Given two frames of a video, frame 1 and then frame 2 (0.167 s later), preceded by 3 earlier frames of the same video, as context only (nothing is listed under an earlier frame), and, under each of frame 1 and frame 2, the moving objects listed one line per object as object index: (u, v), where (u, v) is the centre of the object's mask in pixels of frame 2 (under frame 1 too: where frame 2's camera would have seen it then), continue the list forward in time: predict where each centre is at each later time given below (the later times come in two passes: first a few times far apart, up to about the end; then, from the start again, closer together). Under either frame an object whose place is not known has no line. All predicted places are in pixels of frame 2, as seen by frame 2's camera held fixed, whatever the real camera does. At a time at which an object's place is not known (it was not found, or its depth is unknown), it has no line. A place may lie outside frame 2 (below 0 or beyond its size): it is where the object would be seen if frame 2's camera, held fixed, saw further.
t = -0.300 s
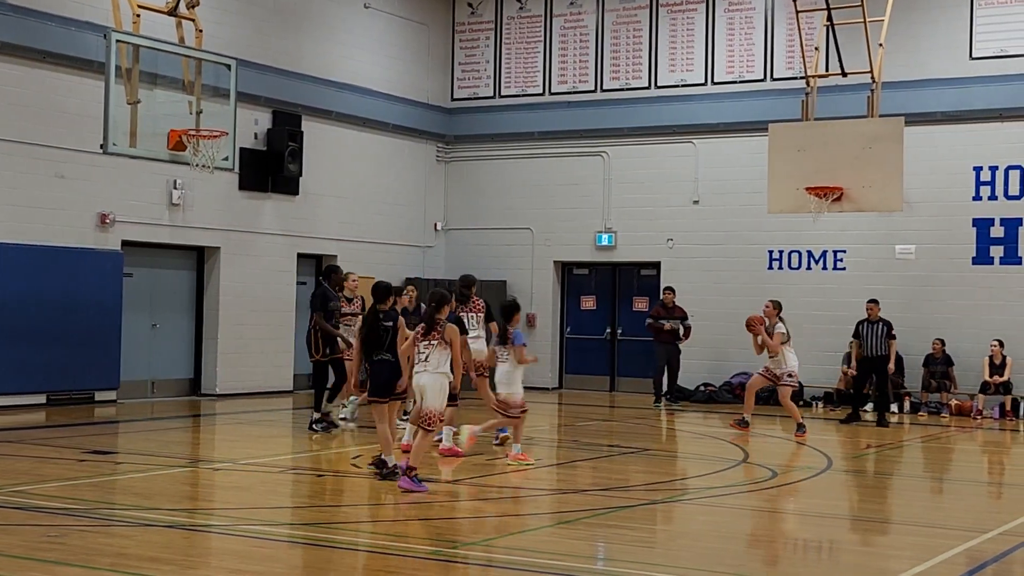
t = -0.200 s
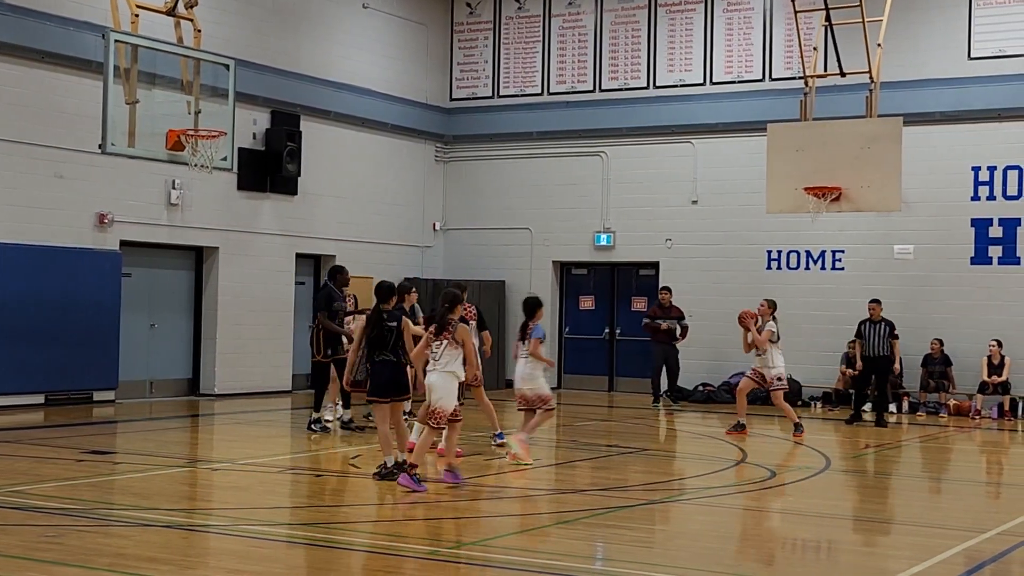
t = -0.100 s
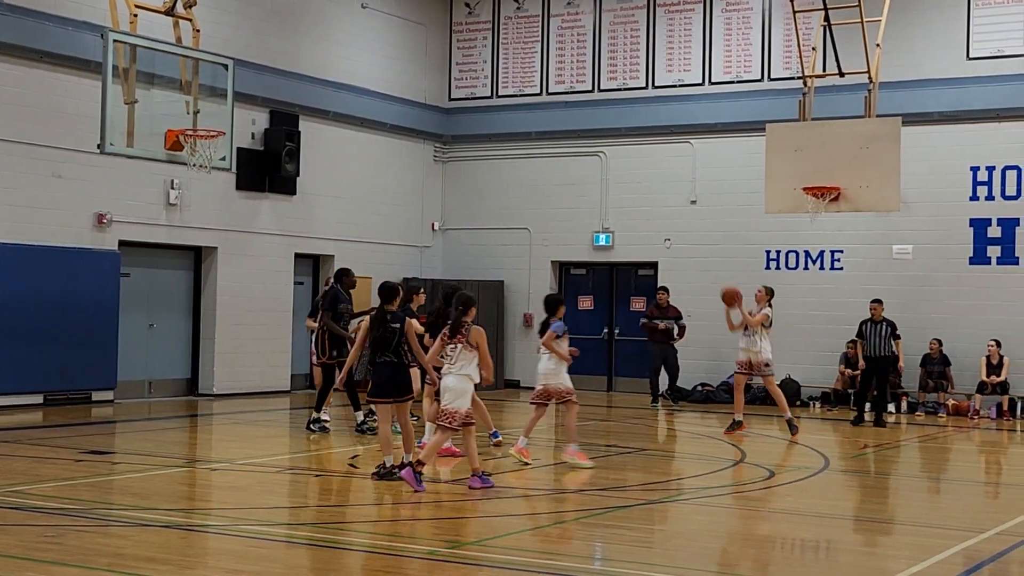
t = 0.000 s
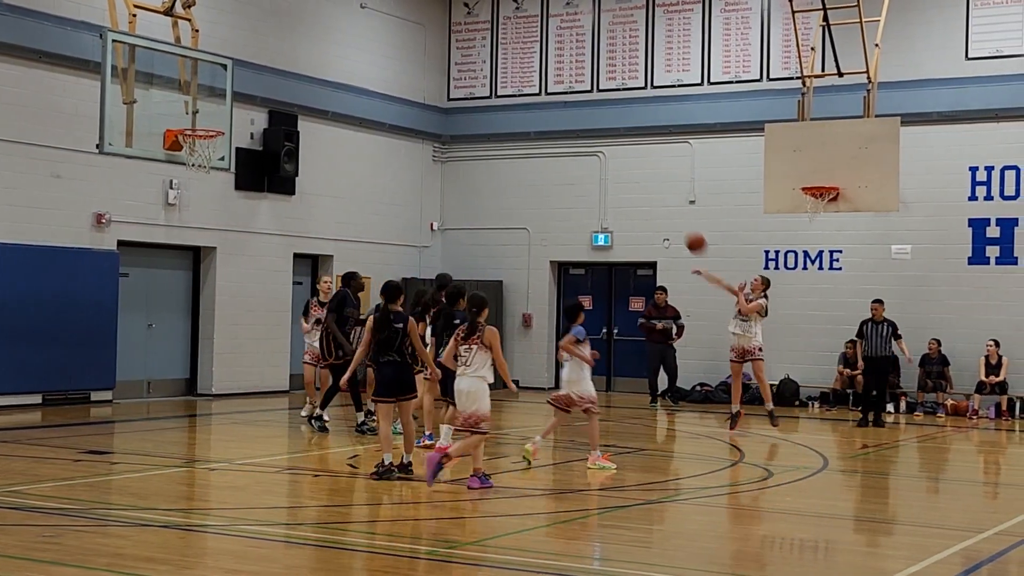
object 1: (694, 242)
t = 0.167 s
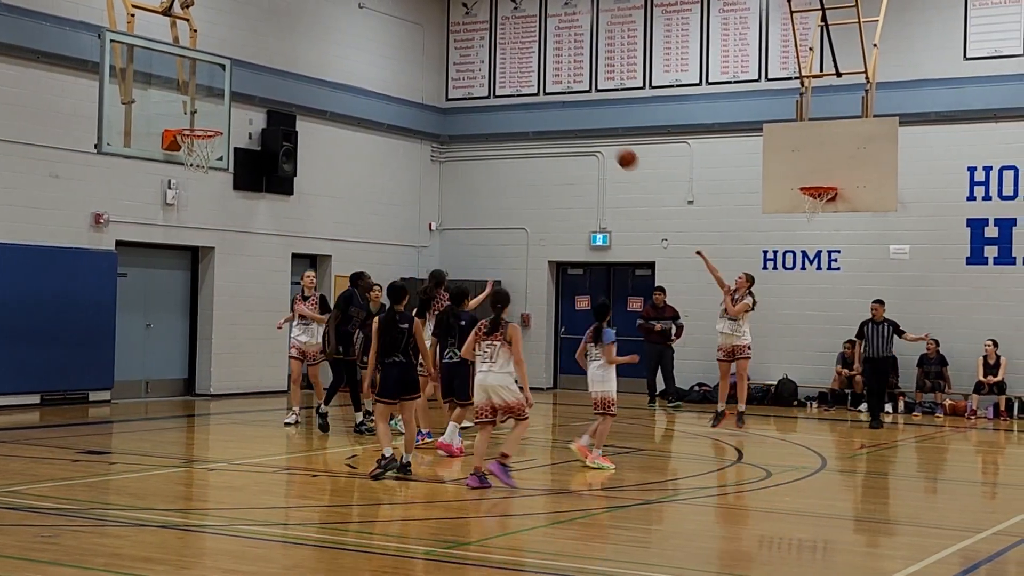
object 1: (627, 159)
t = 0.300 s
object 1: (572, 107)
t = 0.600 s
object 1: (448, 47)
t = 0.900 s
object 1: (320, 67)
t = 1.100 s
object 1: (233, 125)
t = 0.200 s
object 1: (613, 143)
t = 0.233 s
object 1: (600, 130)
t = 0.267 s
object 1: (586, 118)
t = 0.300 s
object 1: (572, 107)
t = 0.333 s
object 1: (559, 97)
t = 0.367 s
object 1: (546, 87)
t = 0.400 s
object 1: (531, 79)
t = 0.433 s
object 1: (518, 71)
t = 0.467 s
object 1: (504, 65)
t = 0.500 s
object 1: (490, 59)
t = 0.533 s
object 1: (475, 53)
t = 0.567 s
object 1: (462, 50)
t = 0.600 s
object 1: (448, 47)
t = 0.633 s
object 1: (434, 46)
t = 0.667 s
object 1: (420, 45)
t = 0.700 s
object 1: (406, 45)
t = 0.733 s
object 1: (392, 47)
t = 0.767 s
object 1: (377, 48)
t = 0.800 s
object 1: (363, 52)
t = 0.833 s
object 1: (349, 56)
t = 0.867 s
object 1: (334, 61)
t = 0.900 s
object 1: (320, 67)
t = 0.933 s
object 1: (305, 74)
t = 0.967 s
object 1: (291, 82)
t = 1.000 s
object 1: (276, 91)
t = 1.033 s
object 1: (261, 101)
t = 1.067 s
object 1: (247, 112)
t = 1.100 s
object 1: (233, 125)
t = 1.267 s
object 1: (213, 182)
